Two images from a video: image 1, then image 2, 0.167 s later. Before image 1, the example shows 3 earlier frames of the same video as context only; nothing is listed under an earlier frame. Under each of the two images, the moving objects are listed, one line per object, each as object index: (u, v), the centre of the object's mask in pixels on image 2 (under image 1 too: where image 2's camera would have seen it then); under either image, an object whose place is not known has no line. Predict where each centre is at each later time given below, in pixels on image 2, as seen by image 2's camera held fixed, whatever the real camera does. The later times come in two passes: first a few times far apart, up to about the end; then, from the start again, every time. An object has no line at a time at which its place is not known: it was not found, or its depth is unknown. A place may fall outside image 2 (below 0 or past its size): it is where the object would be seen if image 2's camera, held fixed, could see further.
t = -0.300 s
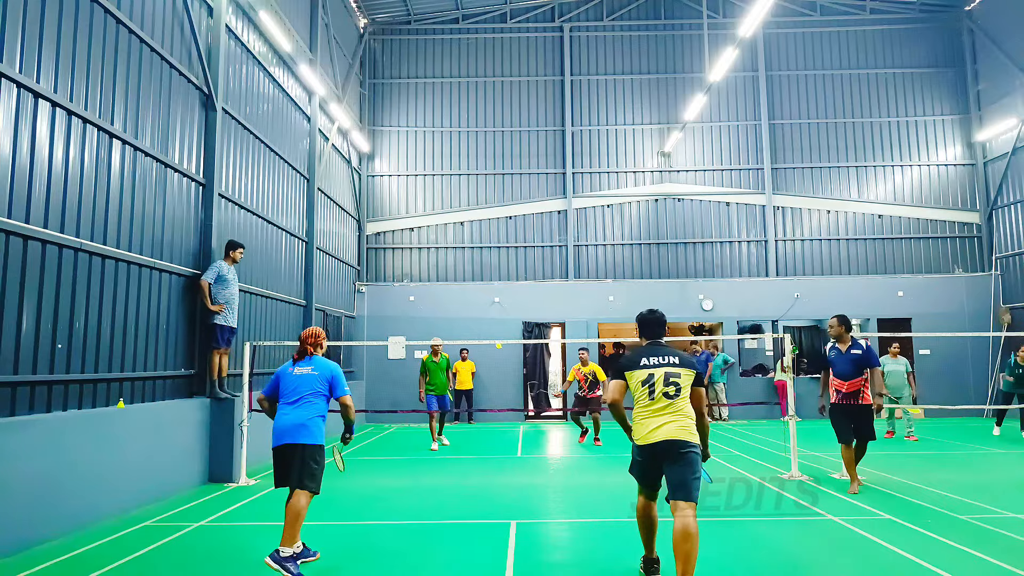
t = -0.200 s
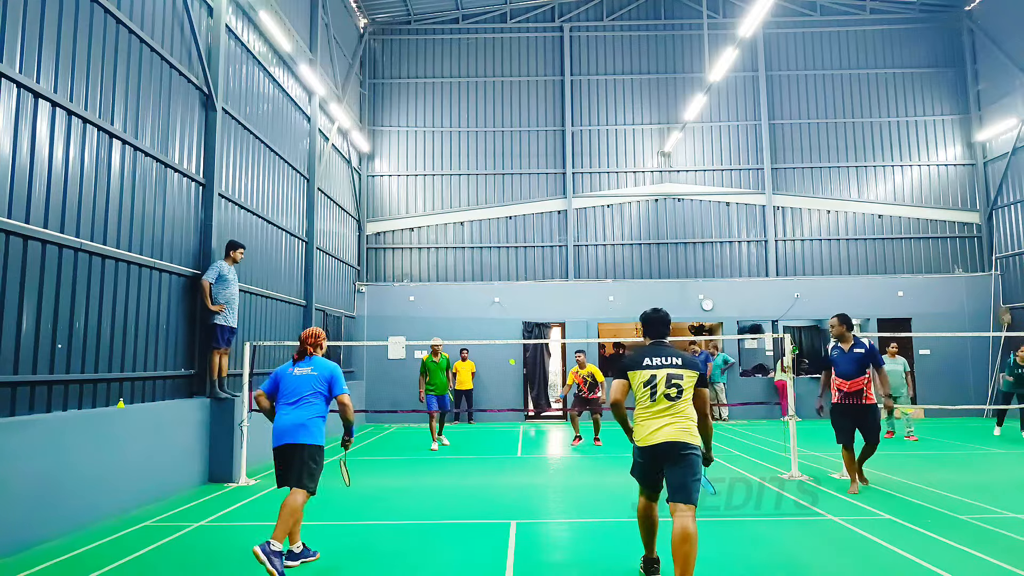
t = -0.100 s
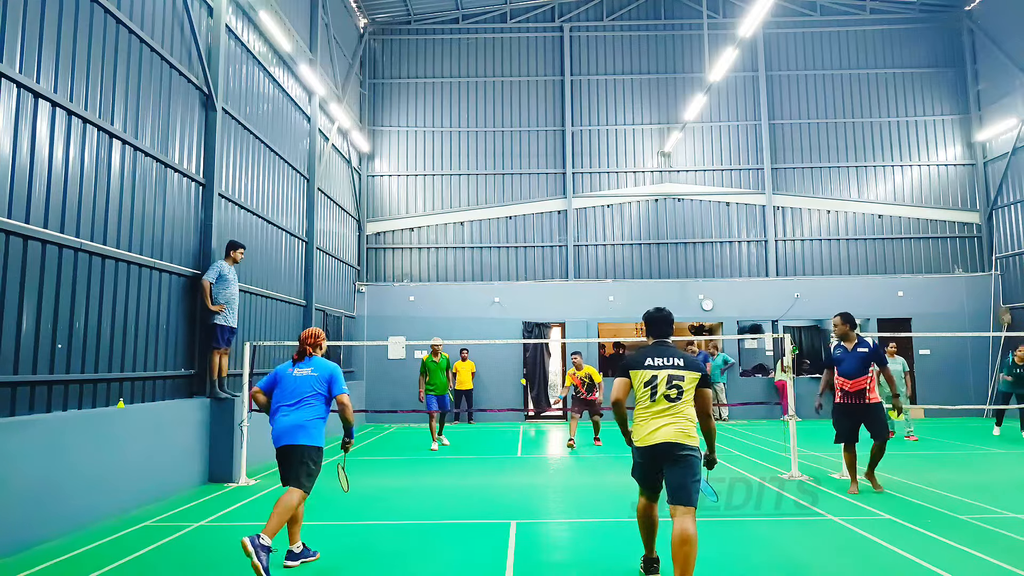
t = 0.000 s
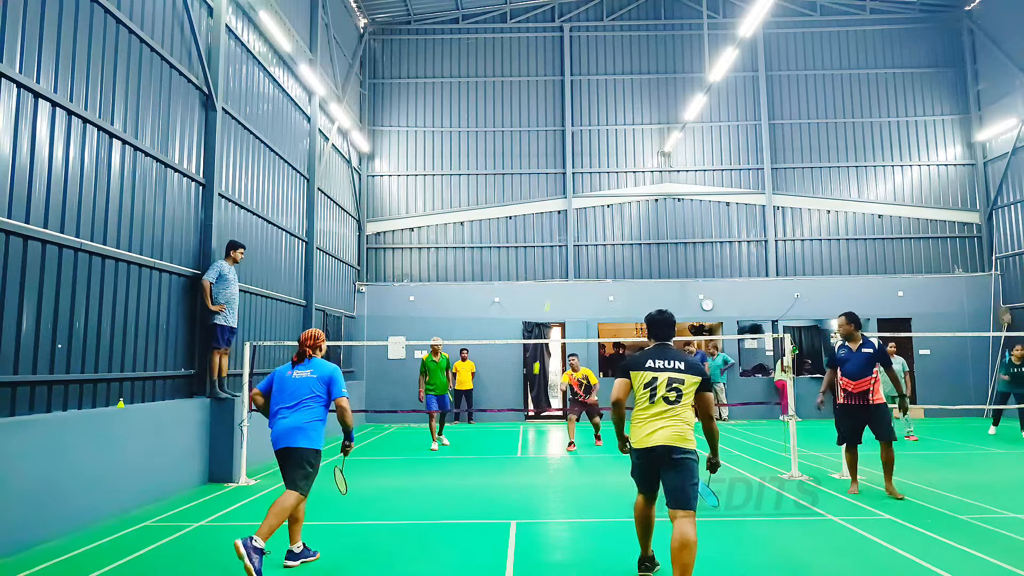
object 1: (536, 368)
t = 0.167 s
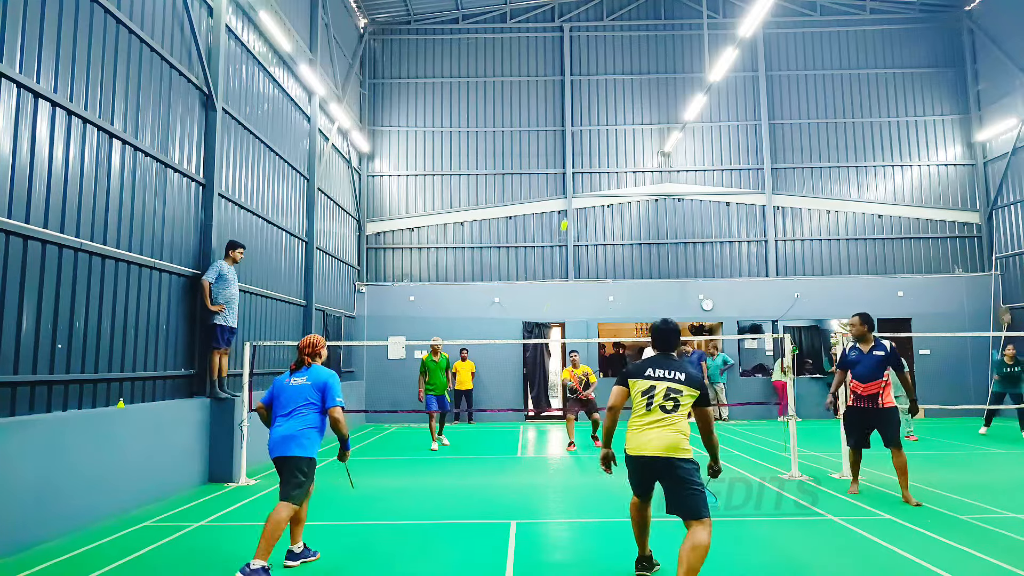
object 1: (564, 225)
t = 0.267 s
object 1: (581, 153)
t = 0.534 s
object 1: (629, 6)
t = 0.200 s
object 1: (570, 201)
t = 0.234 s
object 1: (575, 177)
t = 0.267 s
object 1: (581, 153)
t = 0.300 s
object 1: (587, 131)
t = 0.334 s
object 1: (592, 110)
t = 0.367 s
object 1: (599, 90)
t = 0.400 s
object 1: (605, 71)
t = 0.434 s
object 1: (612, 53)
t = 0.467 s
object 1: (618, 36)
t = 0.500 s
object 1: (624, 20)
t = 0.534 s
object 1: (629, 6)
